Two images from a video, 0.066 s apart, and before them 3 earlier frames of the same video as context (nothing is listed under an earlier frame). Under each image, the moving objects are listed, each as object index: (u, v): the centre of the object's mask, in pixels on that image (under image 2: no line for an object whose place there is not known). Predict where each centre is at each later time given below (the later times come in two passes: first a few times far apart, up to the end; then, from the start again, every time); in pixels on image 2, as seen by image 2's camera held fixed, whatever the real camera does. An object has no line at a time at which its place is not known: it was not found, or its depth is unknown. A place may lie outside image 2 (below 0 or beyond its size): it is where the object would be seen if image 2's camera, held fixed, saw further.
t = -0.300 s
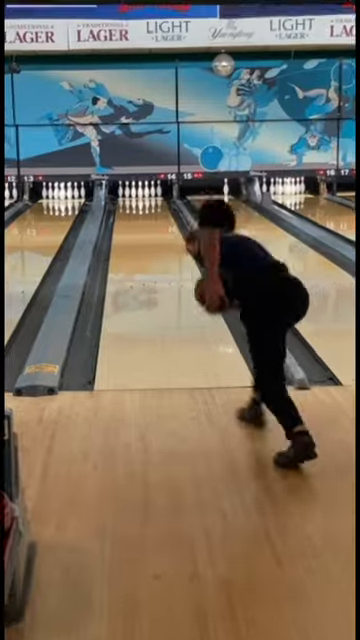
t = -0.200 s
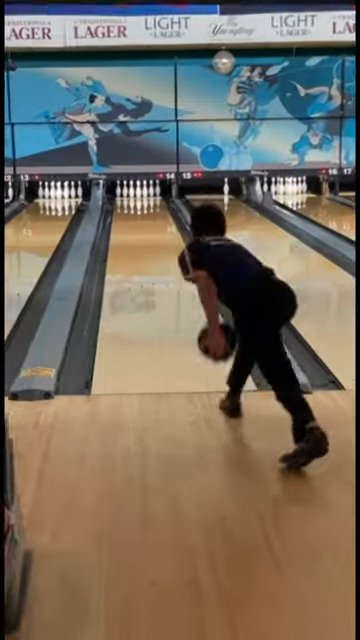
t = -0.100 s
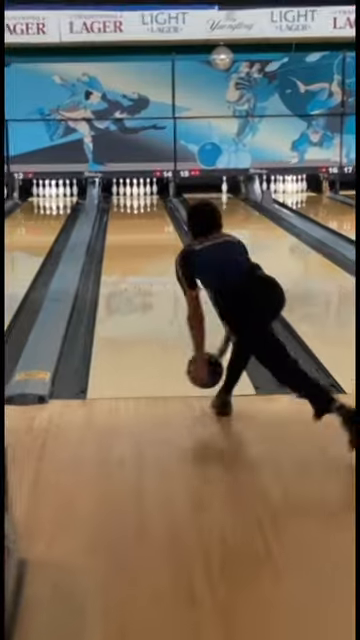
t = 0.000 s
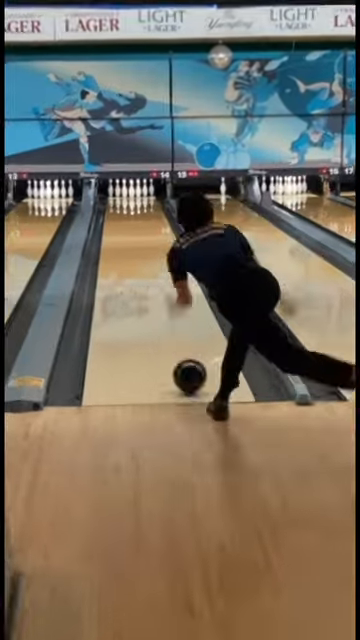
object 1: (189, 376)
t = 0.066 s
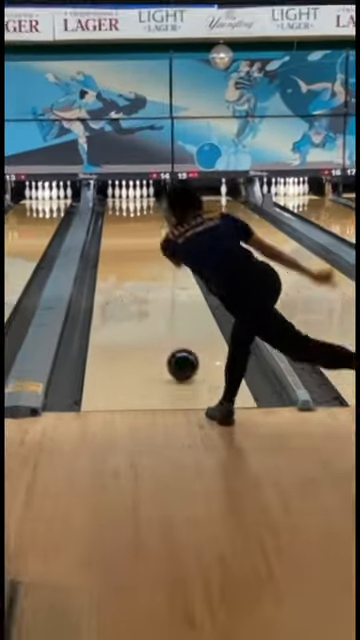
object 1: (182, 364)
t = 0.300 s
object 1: (163, 325)
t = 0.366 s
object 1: (160, 317)
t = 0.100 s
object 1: (179, 358)
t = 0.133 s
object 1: (176, 352)
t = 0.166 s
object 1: (173, 346)
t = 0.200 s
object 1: (171, 340)
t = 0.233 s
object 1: (168, 335)
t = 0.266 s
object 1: (166, 330)
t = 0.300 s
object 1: (163, 325)
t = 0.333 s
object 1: (161, 321)
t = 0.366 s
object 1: (160, 317)
